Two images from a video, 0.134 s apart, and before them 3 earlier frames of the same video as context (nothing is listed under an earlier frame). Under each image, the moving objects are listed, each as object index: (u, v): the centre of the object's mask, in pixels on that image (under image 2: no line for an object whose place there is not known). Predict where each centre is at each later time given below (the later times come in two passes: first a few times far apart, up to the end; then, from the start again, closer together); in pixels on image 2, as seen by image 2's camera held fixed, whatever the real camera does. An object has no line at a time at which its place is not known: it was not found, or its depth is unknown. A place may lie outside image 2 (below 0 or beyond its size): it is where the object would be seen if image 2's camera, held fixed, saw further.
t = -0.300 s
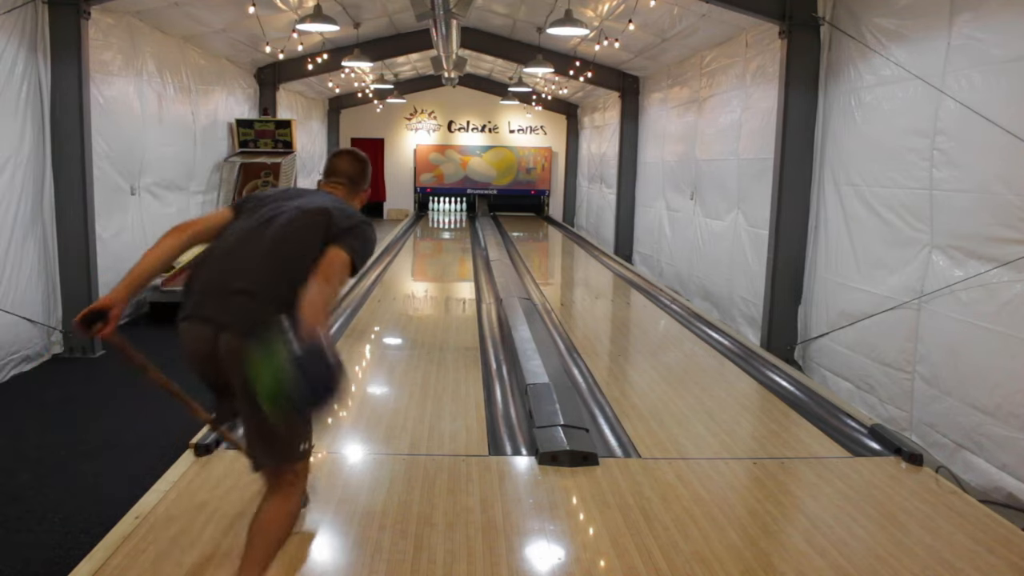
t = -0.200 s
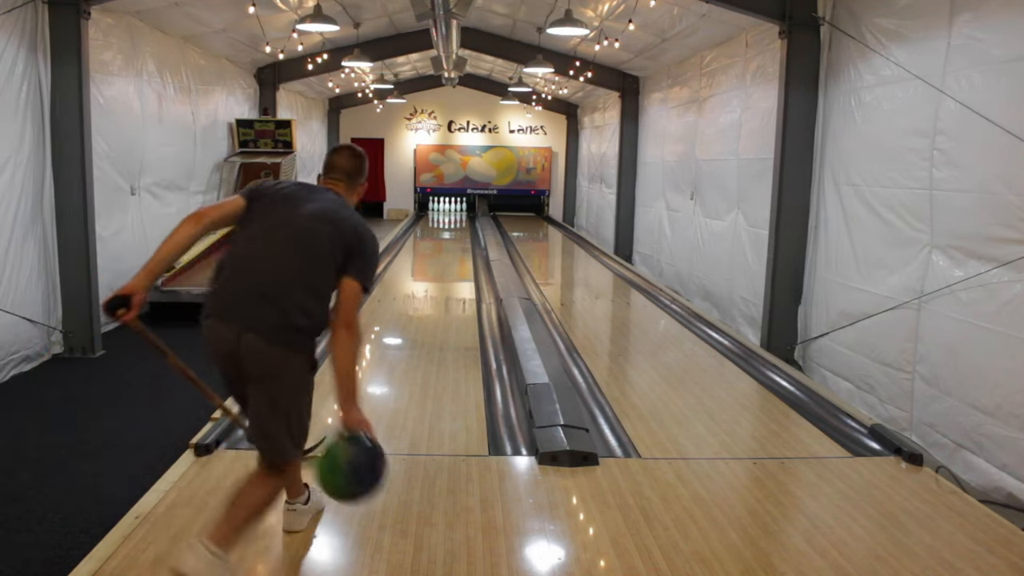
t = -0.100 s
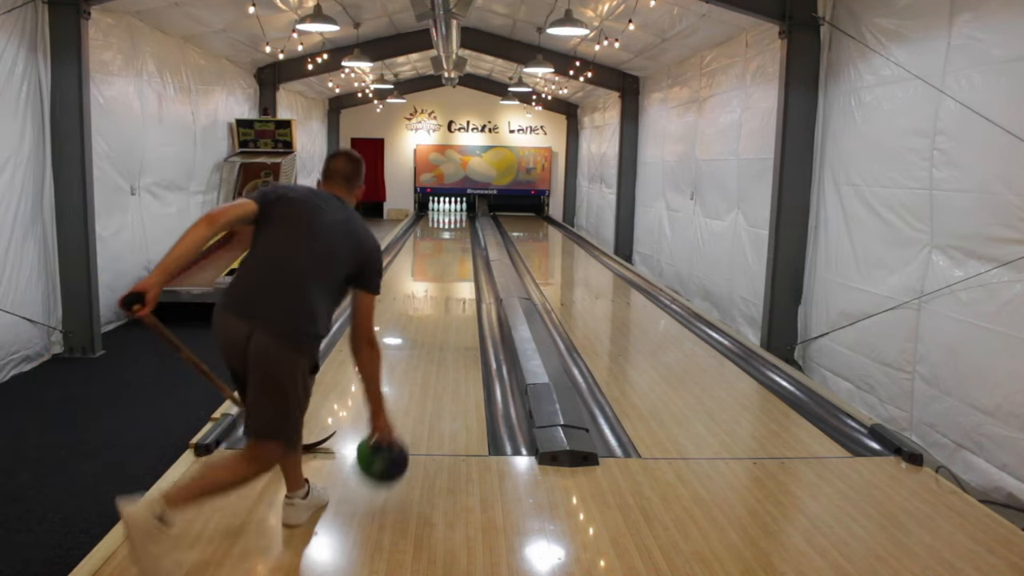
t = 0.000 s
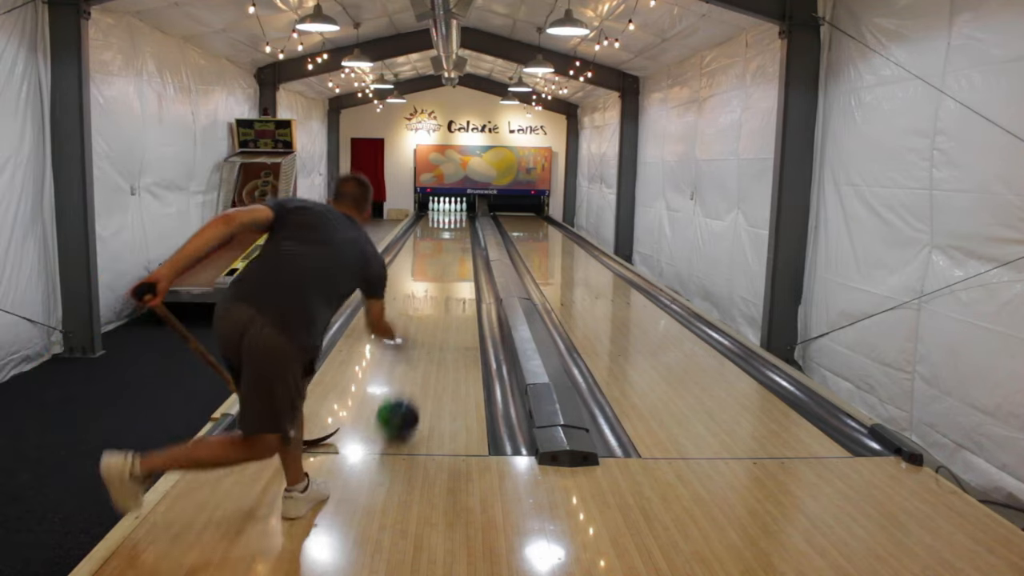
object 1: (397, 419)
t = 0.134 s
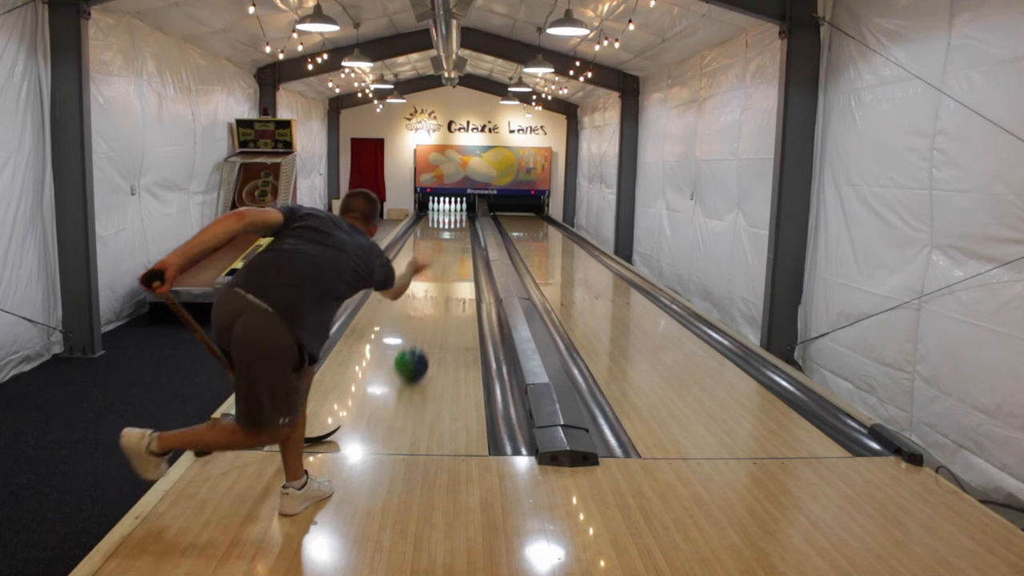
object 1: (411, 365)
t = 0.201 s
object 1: (416, 345)
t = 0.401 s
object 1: (426, 305)
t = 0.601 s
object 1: (432, 279)
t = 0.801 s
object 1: (437, 262)
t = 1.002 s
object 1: (440, 249)
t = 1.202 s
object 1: (442, 239)
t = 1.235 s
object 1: (443, 238)
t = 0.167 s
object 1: (413, 354)
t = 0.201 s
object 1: (416, 345)
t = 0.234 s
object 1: (418, 337)
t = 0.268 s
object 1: (420, 329)
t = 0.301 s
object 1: (422, 322)
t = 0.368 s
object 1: (425, 309)
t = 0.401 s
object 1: (426, 305)
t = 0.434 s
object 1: (427, 300)
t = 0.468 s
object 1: (428, 295)
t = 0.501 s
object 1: (430, 291)
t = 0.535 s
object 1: (431, 286)
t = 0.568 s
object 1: (432, 283)
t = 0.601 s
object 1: (432, 279)
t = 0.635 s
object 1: (433, 276)
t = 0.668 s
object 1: (434, 273)
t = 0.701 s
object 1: (435, 270)
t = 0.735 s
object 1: (435, 267)
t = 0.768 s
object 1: (436, 265)
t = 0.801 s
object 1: (437, 262)
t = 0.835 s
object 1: (437, 260)
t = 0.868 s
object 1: (438, 257)
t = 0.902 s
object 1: (439, 255)
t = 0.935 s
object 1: (439, 253)
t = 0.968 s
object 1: (439, 251)
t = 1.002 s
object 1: (440, 249)
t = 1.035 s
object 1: (440, 247)
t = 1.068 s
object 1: (441, 246)
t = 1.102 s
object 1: (442, 244)
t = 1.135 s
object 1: (442, 243)
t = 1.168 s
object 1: (442, 241)
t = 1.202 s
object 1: (442, 239)
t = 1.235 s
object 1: (443, 238)
